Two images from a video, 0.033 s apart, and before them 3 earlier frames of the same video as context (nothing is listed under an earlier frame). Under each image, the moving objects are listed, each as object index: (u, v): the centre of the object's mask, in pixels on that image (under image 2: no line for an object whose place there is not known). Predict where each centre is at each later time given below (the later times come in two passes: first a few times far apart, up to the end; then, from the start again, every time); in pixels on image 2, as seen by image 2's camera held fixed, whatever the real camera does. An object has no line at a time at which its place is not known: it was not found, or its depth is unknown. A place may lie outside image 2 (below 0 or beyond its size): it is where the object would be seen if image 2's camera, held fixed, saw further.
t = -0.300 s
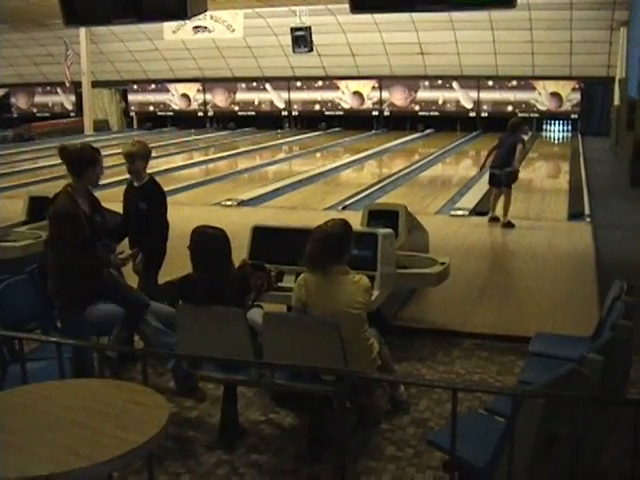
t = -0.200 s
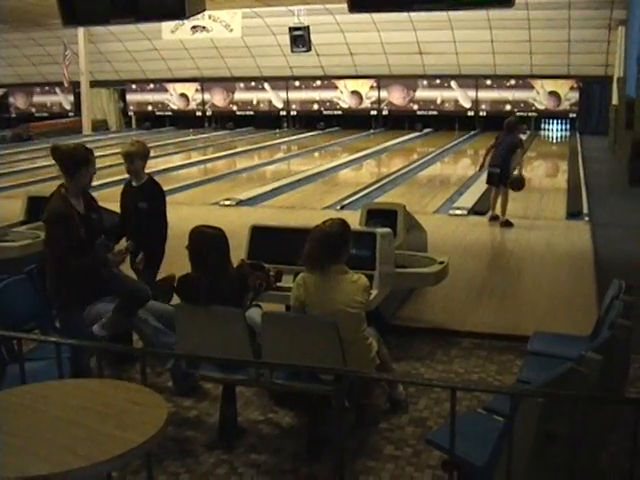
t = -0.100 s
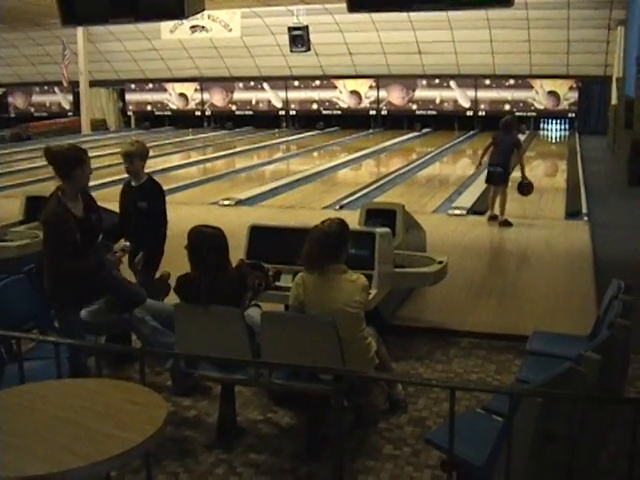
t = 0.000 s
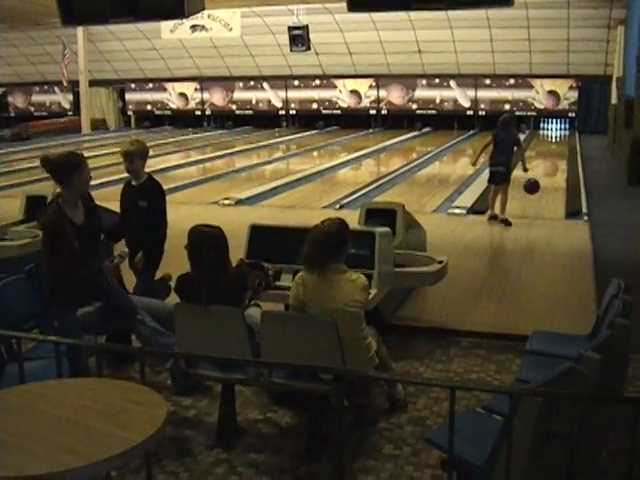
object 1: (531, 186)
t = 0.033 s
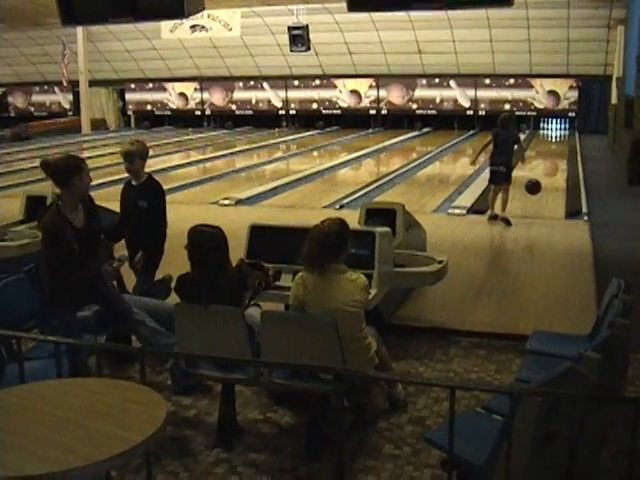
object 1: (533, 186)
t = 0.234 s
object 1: (541, 200)
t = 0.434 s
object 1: (549, 193)
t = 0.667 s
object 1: (557, 186)
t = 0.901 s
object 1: (565, 180)
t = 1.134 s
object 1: (567, 174)
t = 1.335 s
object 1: (564, 171)
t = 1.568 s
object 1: (560, 168)
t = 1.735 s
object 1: (558, 166)
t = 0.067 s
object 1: (534, 187)
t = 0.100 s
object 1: (536, 190)
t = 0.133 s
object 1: (537, 193)
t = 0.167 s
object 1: (539, 196)
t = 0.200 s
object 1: (540, 201)
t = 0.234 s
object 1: (541, 200)
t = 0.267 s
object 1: (542, 198)
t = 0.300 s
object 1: (544, 198)
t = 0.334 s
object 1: (545, 197)
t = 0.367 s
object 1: (547, 196)
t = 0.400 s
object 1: (548, 194)
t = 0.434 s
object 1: (549, 193)
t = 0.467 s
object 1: (551, 192)
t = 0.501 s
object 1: (552, 191)
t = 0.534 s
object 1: (553, 190)
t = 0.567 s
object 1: (554, 189)
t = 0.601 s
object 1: (555, 188)
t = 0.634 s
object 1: (556, 187)
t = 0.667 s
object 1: (557, 186)
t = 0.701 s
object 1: (559, 185)
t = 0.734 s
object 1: (560, 184)
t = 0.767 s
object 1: (560, 183)
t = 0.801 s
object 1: (562, 182)
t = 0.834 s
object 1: (563, 181)
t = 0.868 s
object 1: (563, 181)
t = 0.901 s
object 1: (565, 180)
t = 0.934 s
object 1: (565, 179)
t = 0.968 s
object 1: (566, 178)
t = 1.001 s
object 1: (567, 178)
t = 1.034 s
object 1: (567, 177)
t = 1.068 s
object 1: (567, 176)
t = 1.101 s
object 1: (567, 175)
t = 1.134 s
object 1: (567, 174)
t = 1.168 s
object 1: (566, 174)
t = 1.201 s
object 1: (566, 174)
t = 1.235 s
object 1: (566, 173)
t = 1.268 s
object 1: (564, 173)
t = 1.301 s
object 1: (564, 172)
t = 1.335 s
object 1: (564, 171)
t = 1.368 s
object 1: (563, 171)
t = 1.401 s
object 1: (562, 170)
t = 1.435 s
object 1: (562, 170)
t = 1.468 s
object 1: (561, 170)
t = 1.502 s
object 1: (560, 169)
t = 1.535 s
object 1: (560, 169)
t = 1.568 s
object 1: (560, 168)
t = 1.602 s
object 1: (559, 168)
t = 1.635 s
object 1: (559, 168)
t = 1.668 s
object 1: (559, 167)
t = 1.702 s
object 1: (558, 167)
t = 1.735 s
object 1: (558, 166)
